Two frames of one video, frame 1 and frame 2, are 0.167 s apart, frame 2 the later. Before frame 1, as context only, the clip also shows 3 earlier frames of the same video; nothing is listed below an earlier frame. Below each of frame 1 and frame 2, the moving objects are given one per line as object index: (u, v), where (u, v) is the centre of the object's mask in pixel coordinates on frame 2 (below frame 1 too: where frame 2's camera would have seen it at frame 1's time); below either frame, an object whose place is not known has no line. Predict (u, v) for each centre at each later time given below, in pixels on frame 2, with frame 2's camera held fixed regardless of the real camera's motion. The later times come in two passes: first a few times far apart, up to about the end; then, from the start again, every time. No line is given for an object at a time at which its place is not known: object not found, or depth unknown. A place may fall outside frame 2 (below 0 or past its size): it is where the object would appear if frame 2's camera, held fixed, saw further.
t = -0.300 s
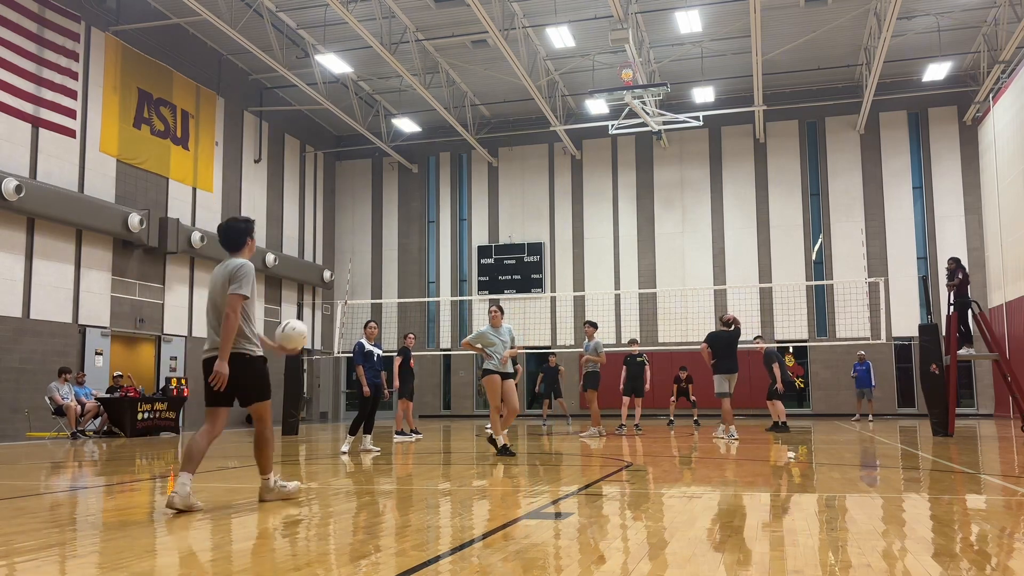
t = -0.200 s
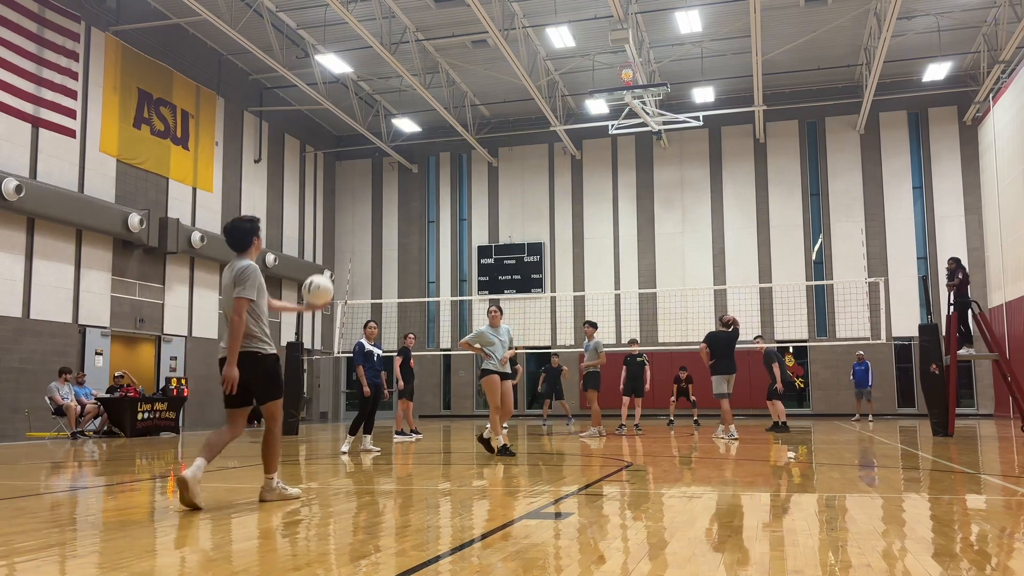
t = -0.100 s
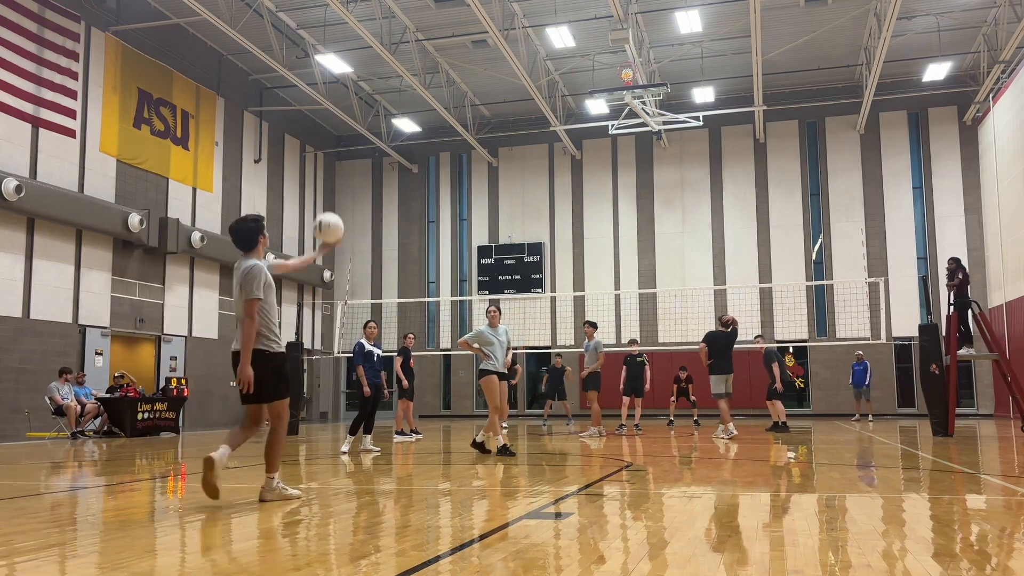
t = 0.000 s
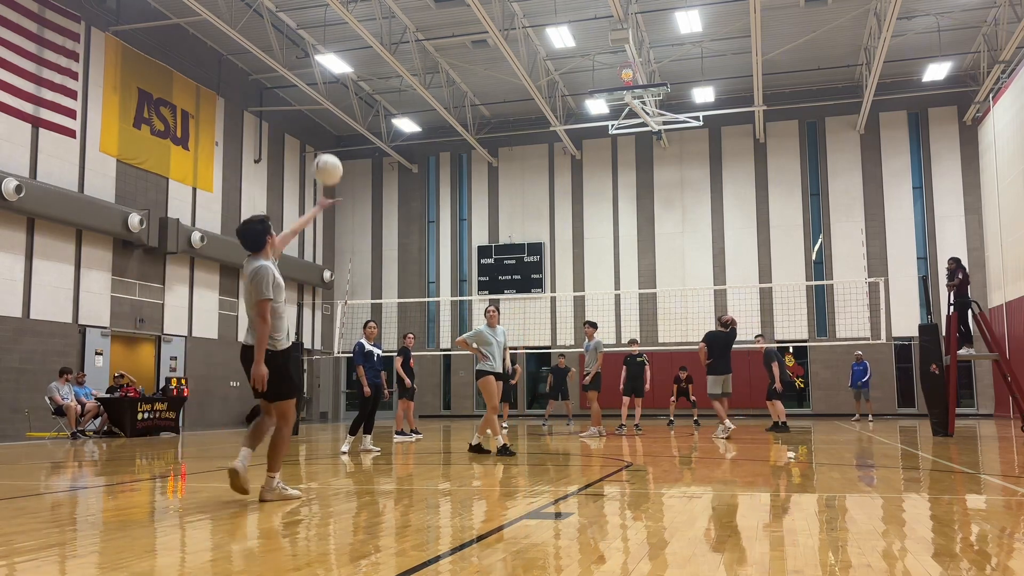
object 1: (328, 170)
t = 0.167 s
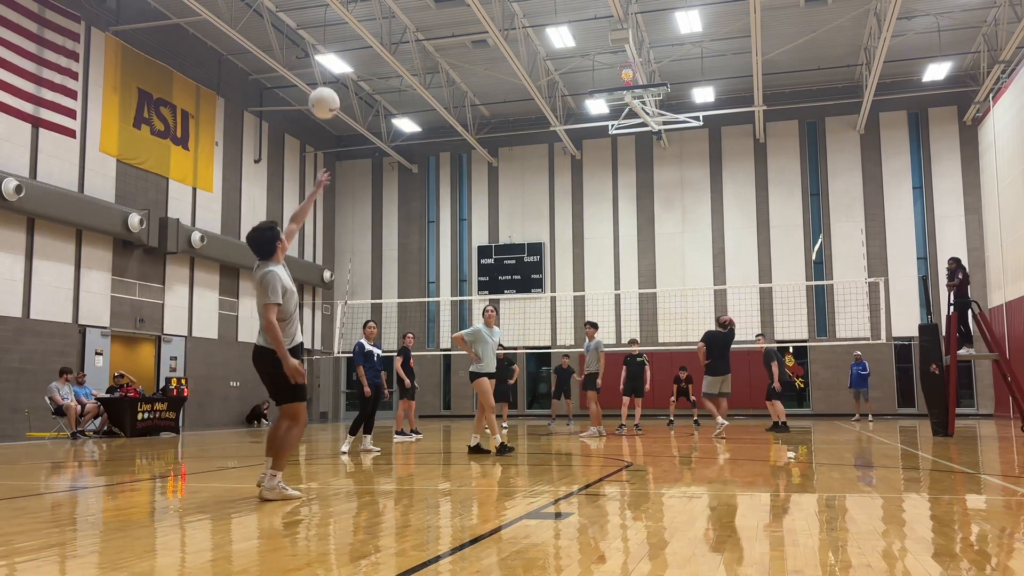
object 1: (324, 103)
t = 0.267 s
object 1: (322, 81)
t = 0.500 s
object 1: (317, 81)
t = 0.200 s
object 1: (323, 94)
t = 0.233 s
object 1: (322, 87)
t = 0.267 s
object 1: (322, 81)
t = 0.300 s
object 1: (321, 77)
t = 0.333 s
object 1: (320, 74)
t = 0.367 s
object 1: (320, 72)
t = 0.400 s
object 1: (319, 72)
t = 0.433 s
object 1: (318, 74)
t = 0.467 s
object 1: (318, 77)
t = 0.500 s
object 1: (317, 81)
